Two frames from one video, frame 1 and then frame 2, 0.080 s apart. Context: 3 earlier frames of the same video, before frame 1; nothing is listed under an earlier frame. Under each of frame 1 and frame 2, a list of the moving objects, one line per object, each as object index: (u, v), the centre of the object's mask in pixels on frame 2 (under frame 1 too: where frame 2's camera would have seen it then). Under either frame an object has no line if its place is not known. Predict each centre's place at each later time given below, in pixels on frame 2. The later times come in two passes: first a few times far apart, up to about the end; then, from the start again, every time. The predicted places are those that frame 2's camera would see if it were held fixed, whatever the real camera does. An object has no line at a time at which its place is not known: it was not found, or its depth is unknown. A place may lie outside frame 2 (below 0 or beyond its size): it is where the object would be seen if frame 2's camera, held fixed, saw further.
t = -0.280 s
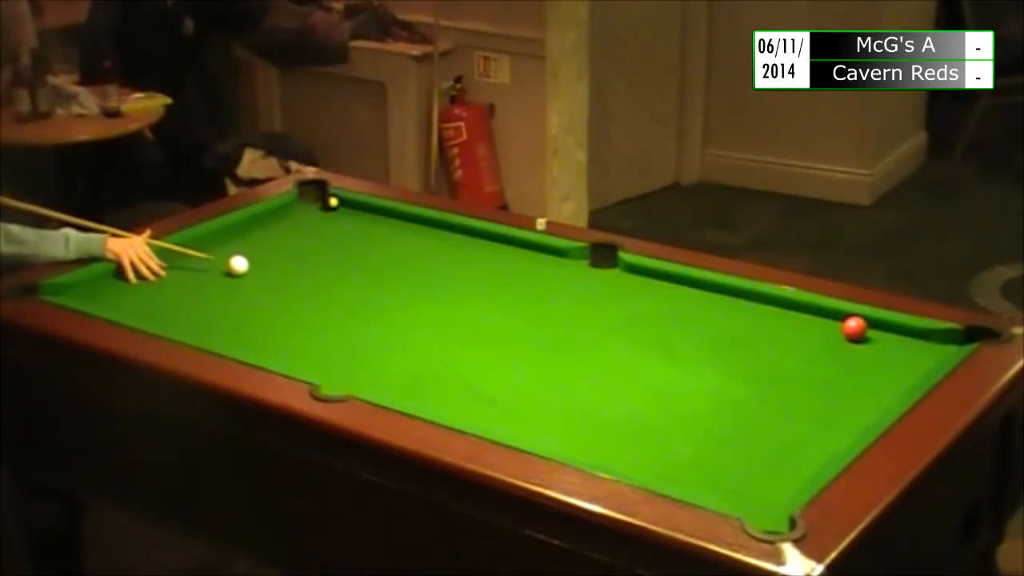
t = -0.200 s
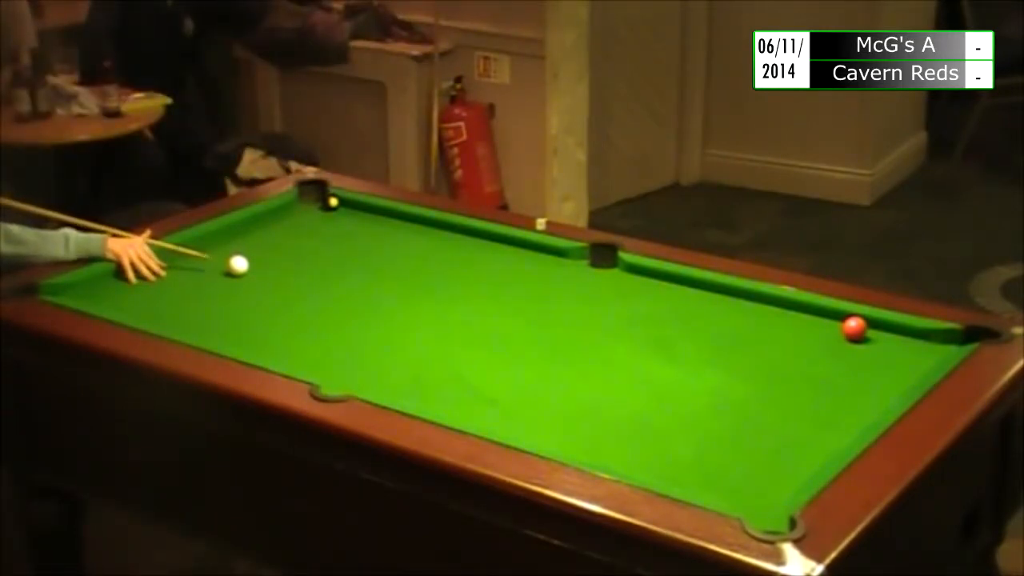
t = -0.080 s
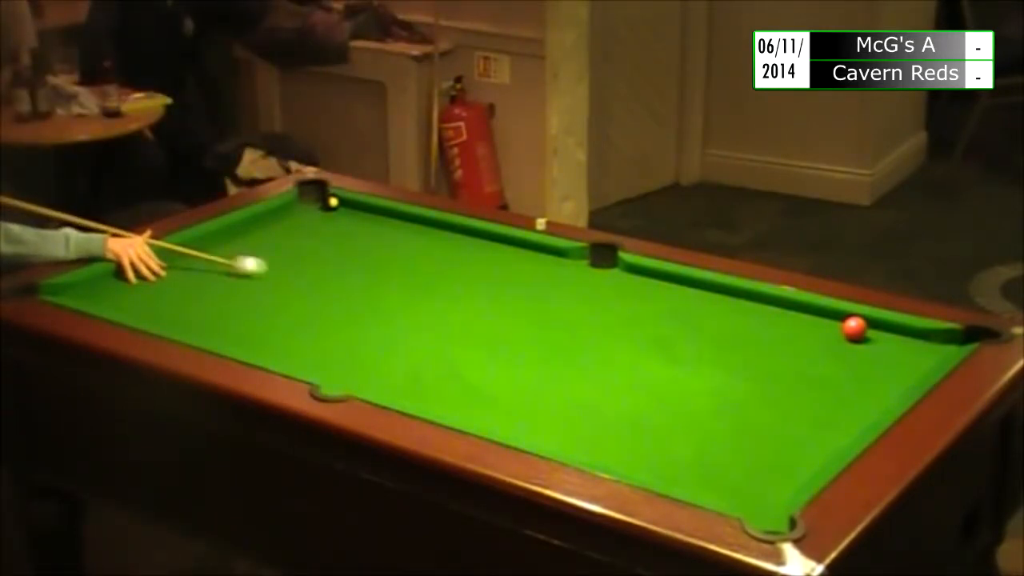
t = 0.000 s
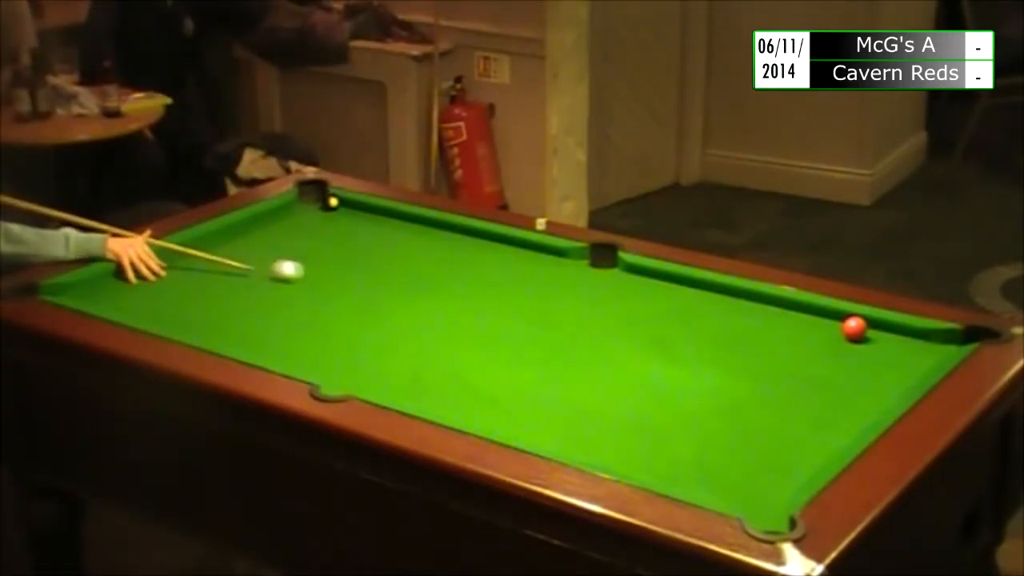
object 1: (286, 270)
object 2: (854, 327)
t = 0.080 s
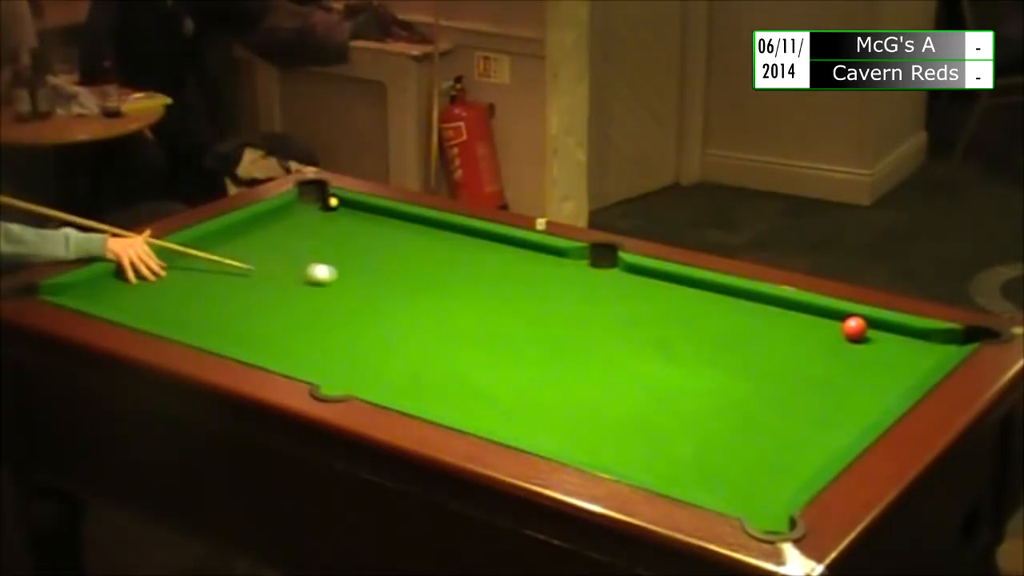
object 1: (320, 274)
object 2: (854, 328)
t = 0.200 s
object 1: (370, 279)
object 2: (854, 328)
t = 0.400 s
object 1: (453, 287)
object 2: (854, 328)
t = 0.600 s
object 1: (534, 295)
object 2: (853, 327)
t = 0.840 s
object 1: (631, 305)
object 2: (853, 327)
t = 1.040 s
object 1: (711, 313)
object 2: (853, 327)
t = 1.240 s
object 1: (792, 321)
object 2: (853, 327)
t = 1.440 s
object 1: (835, 323)
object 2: (879, 331)
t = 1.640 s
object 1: (850, 321)
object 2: (922, 338)
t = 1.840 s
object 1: (856, 322)
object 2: (955, 339)
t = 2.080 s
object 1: (858, 324)
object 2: (968, 339)
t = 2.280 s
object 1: (858, 325)
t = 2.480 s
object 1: (858, 326)
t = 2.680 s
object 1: (857, 326)
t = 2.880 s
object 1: (857, 326)
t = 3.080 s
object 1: (857, 326)
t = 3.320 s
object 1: (857, 326)
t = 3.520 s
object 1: (857, 326)
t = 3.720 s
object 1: (857, 326)
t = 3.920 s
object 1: (857, 326)
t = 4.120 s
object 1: (857, 326)
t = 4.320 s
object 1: (857, 326)
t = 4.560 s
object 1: (857, 326)
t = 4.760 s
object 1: (857, 326)
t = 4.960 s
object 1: (857, 326)
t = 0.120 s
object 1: (337, 276)
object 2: (854, 327)
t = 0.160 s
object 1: (353, 277)
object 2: (854, 328)
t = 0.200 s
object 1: (370, 279)
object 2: (854, 328)
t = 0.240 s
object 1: (387, 281)
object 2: (854, 328)
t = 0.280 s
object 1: (403, 282)
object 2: (854, 328)
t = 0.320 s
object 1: (420, 284)
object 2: (854, 328)
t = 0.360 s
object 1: (436, 286)
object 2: (854, 328)
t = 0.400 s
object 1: (453, 287)
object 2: (854, 328)
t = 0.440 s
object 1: (470, 289)
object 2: (854, 328)
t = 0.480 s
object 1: (485, 290)
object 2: (853, 327)
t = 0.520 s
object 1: (501, 292)
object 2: (853, 327)
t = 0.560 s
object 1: (518, 294)
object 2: (853, 327)
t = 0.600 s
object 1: (534, 295)
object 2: (853, 327)
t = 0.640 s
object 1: (550, 297)
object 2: (853, 327)
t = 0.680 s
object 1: (567, 298)
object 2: (853, 327)
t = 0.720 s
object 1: (583, 300)
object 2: (853, 327)
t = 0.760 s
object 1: (599, 301)
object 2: (853, 327)
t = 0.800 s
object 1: (615, 303)
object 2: (853, 327)
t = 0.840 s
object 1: (631, 305)
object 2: (853, 327)
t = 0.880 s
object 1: (647, 307)
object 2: (853, 327)
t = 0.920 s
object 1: (664, 308)
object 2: (853, 327)
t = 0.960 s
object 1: (679, 310)
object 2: (853, 327)
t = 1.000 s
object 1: (695, 312)
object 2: (853, 327)
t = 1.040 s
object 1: (711, 313)
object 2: (853, 327)
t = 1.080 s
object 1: (728, 315)
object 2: (853, 327)
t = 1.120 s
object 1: (743, 316)
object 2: (853, 327)
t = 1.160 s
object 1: (759, 318)
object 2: (853, 327)
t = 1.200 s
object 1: (775, 319)
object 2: (853, 327)
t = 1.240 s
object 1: (792, 321)
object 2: (853, 327)
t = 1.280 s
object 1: (807, 323)
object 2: (853, 327)
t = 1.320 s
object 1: (824, 325)
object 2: (854, 328)
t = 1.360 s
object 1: (831, 324)
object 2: (859, 328)
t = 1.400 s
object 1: (832, 324)
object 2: (870, 330)
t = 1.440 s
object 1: (835, 323)
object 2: (879, 331)
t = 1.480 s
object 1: (839, 323)
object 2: (888, 333)
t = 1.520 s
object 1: (841, 322)
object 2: (896, 335)
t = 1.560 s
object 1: (844, 322)
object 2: (905, 336)
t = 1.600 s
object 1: (847, 322)
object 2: (913, 337)
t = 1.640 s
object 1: (850, 321)
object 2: (922, 338)
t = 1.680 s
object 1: (852, 321)
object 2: (929, 339)
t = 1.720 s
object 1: (855, 321)
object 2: (938, 340)
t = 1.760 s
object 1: (856, 321)
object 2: (946, 340)
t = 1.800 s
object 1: (856, 321)
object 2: (953, 340)
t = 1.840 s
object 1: (856, 322)
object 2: (955, 339)
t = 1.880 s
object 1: (857, 323)
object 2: (955, 338)
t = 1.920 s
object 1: (857, 323)
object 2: (957, 337)
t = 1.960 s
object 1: (857, 323)
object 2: (958, 336)
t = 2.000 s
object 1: (857, 323)
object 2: (960, 335)
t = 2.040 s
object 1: (858, 324)
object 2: (964, 337)
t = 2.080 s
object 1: (858, 324)
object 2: (968, 339)
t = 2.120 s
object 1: (858, 325)
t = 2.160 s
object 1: (858, 325)
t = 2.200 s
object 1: (858, 325)
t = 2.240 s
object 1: (858, 325)
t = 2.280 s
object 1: (858, 325)
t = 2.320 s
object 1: (858, 325)
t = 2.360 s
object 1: (857, 326)
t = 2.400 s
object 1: (857, 326)
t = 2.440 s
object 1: (857, 326)
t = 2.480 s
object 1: (858, 326)
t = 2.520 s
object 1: (858, 326)
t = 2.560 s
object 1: (857, 325)
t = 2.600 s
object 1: (857, 326)
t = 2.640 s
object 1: (857, 326)
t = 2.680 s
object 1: (857, 326)
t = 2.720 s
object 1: (858, 326)
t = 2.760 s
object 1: (858, 326)
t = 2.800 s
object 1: (857, 326)
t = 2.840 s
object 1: (857, 326)
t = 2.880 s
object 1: (857, 326)
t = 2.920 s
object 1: (857, 326)
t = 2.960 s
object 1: (857, 326)
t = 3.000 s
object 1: (857, 326)
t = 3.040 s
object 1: (857, 326)
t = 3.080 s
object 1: (857, 326)
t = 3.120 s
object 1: (857, 326)
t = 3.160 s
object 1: (857, 326)
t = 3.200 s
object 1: (857, 326)
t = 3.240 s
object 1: (857, 326)
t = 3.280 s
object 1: (857, 326)
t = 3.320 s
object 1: (857, 326)
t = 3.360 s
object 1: (857, 326)
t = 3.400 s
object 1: (857, 326)
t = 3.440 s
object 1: (857, 326)
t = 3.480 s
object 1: (857, 326)
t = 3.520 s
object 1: (857, 326)
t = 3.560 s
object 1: (857, 326)
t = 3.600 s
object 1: (857, 326)
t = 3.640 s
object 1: (857, 326)
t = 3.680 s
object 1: (857, 326)
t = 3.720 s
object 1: (857, 326)
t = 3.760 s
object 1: (857, 326)
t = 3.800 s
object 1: (857, 326)
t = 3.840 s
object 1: (857, 326)
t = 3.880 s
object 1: (857, 326)
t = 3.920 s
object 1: (857, 326)
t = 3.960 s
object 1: (857, 326)
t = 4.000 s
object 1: (857, 326)
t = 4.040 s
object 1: (857, 326)
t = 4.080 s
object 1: (857, 326)
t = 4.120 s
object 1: (857, 326)
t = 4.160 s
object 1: (857, 326)
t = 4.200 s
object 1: (857, 326)
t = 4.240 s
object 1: (857, 326)
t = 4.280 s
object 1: (857, 326)
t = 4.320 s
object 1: (857, 326)
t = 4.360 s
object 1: (857, 326)
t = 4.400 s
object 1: (857, 326)
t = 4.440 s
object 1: (857, 326)
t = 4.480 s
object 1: (857, 326)
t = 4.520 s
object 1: (857, 326)
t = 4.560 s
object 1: (857, 326)
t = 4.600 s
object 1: (857, 326)
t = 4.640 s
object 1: (857, 326)
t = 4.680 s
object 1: (857, 326)
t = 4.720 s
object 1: (857, 326)
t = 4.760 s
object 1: (857, 326)
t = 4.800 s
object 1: (857, 326)
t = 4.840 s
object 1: (857, 326)
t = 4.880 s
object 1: (857, 326)
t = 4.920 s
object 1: (857, 326)
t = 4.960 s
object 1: (857, 326)
